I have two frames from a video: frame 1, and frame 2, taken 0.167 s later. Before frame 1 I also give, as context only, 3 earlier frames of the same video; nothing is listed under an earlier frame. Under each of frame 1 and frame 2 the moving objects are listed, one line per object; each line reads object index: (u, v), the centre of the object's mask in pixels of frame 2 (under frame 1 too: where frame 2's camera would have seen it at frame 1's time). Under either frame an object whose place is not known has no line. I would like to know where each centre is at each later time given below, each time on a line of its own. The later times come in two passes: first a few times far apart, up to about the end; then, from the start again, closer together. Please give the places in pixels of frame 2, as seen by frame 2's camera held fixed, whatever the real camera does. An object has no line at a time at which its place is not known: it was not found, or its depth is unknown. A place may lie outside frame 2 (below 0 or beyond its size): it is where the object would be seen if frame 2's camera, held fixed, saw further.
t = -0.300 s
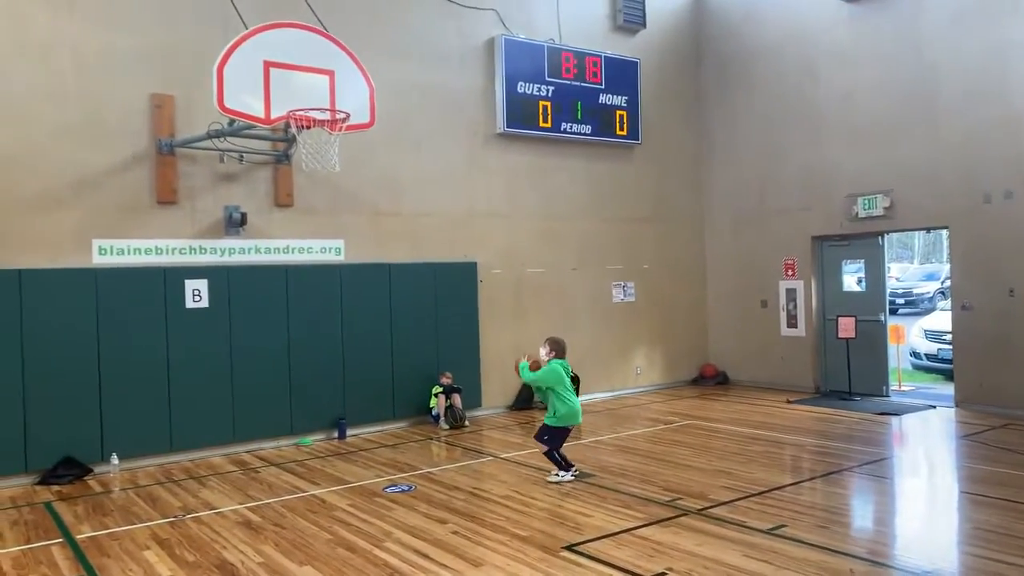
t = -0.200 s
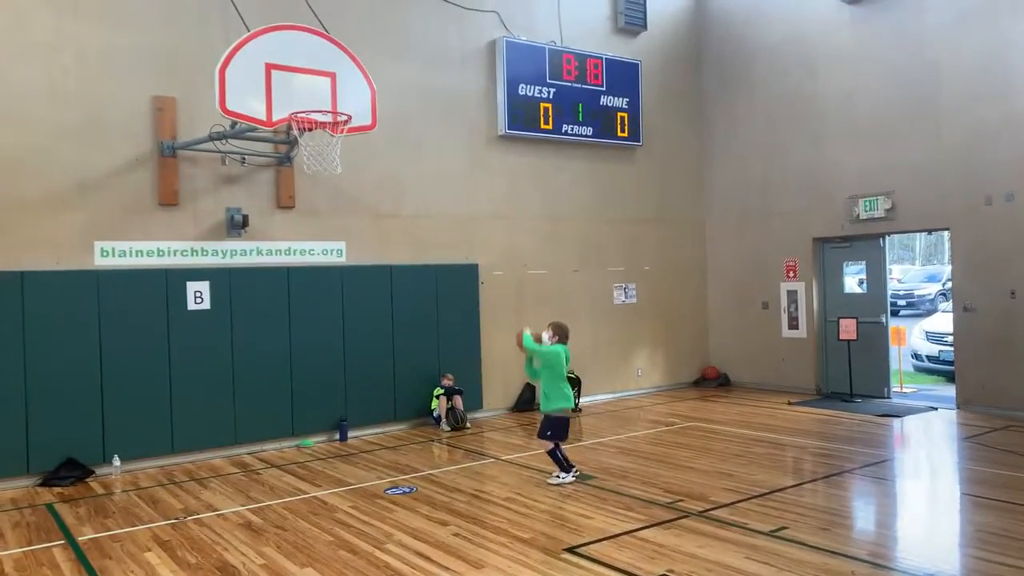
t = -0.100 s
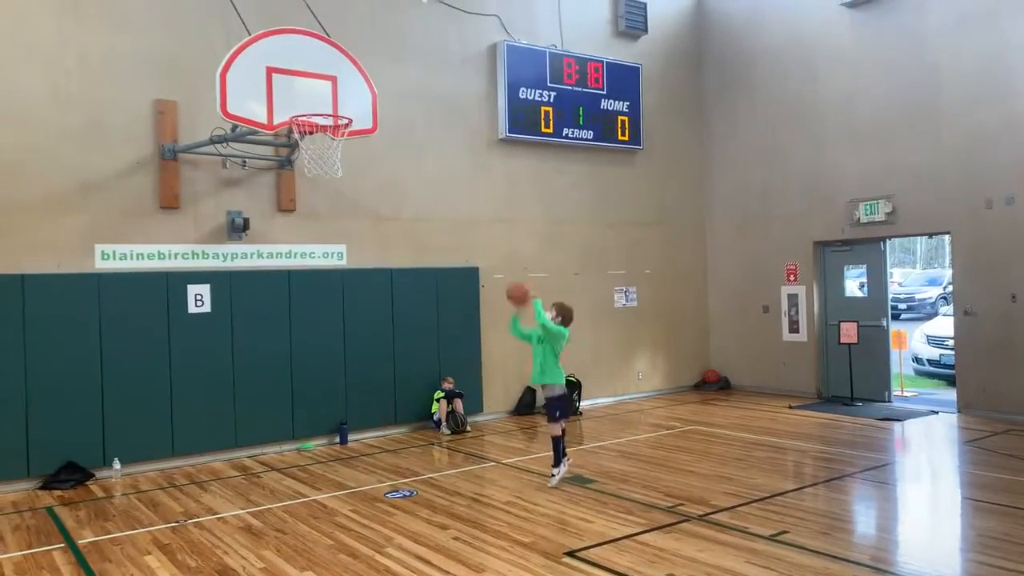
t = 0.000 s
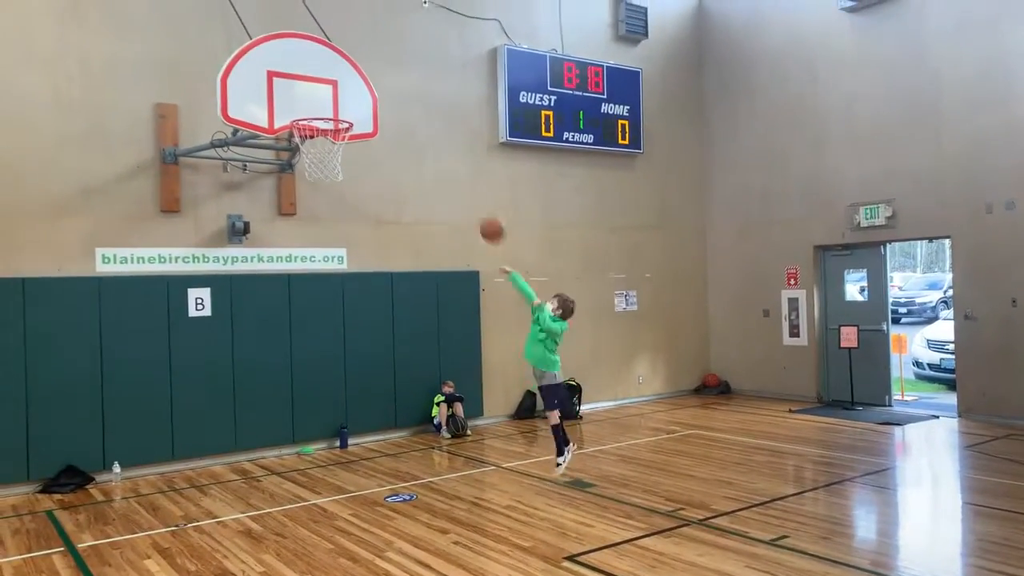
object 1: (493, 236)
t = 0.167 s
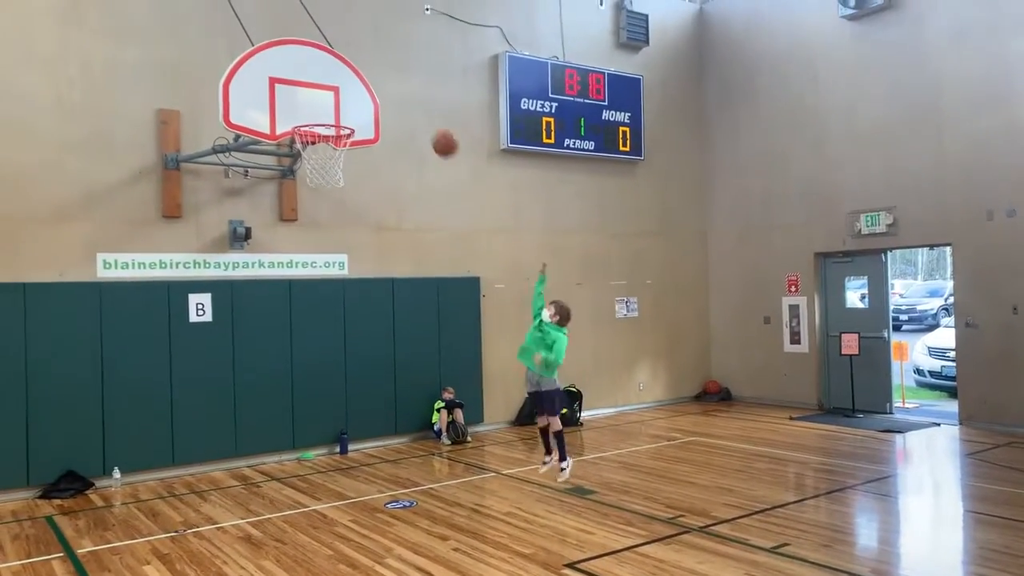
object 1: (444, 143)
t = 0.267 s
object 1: (417, 103)
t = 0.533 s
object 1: (349, 51)
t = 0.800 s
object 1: (339, 71)
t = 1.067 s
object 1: (326, 105)
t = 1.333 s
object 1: (313, 151)
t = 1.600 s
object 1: (315, 262)
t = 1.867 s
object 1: (317, 447)
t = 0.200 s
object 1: (435, 129)
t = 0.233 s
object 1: (426, 115)
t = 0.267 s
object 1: (417, 103)
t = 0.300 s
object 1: (407, 92)
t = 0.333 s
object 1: (398, 82)
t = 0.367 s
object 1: (388, 75)
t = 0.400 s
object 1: (380, 67)
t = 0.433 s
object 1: (370, 61)
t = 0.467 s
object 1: (361, 58)
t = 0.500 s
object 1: (352, 54)
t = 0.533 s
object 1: (349, 51)
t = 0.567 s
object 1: (348, 49)
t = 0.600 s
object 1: (347, 48)
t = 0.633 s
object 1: (346, 48)
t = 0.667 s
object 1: (344, 50)
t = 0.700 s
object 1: (343, 53)
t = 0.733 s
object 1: (342, 58)
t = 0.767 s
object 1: (340, 63)
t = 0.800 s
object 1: (339, 71)
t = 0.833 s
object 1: (337, 79)
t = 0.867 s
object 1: (337, 89)
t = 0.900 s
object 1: (336, 101)
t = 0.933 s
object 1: (334, 112)
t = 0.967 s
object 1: (333, 109)
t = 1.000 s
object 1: (330, 106)
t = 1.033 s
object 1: (328, 105)
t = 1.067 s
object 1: (326, 105)
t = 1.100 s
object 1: (324, 105)
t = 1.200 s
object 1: (320, 116)
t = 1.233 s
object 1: (319, 122)
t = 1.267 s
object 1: (317, 131)
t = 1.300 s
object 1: (316, 141)
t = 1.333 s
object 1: (313, 151)
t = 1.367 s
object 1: (313, 162)
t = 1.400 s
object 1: (312, 174)
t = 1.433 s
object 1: (312, 188)
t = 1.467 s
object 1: (313, 198)
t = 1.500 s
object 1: (313, 212)
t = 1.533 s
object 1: (313, 227)
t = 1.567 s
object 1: (314, 244)
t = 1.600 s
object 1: (315, 262)
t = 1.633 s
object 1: (316, 282)
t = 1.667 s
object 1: (316, 301)
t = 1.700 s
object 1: (316, 323)
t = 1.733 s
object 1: (317, 346)
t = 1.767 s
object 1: (316, 370)
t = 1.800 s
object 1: (317, 395)
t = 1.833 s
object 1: (317, 422)
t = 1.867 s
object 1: (317, 447)
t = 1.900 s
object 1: (316, 477)
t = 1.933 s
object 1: (316, 494)
